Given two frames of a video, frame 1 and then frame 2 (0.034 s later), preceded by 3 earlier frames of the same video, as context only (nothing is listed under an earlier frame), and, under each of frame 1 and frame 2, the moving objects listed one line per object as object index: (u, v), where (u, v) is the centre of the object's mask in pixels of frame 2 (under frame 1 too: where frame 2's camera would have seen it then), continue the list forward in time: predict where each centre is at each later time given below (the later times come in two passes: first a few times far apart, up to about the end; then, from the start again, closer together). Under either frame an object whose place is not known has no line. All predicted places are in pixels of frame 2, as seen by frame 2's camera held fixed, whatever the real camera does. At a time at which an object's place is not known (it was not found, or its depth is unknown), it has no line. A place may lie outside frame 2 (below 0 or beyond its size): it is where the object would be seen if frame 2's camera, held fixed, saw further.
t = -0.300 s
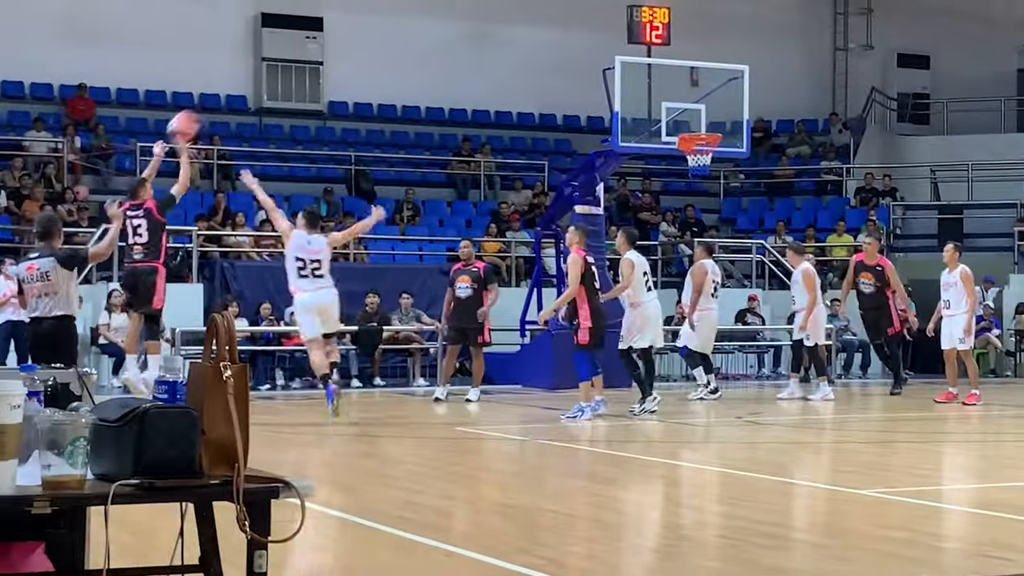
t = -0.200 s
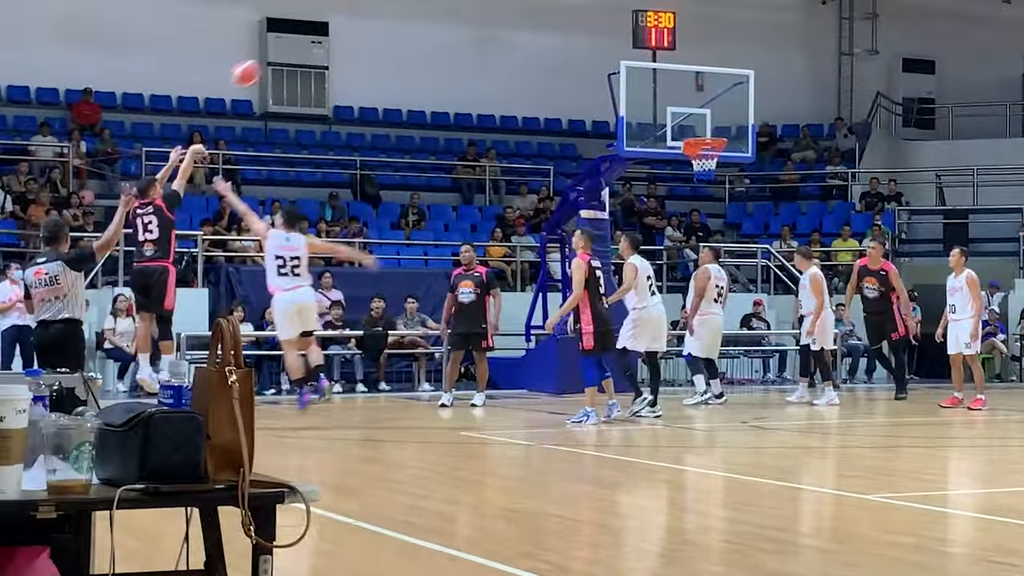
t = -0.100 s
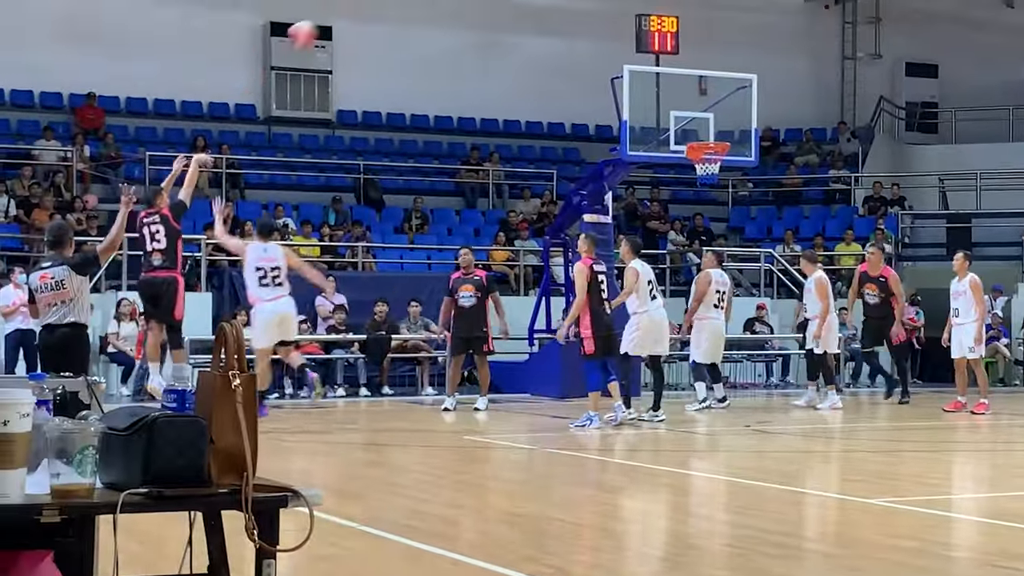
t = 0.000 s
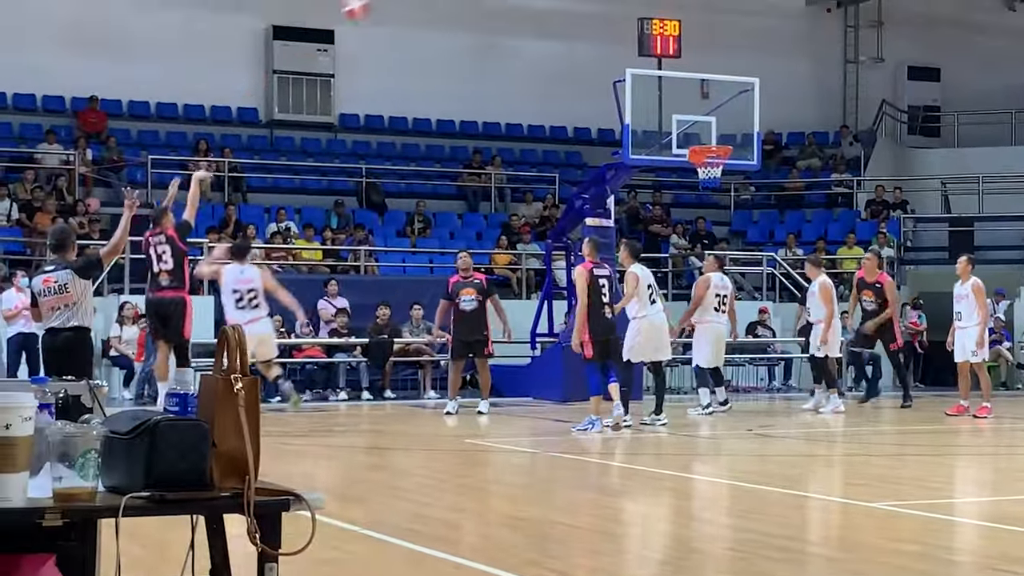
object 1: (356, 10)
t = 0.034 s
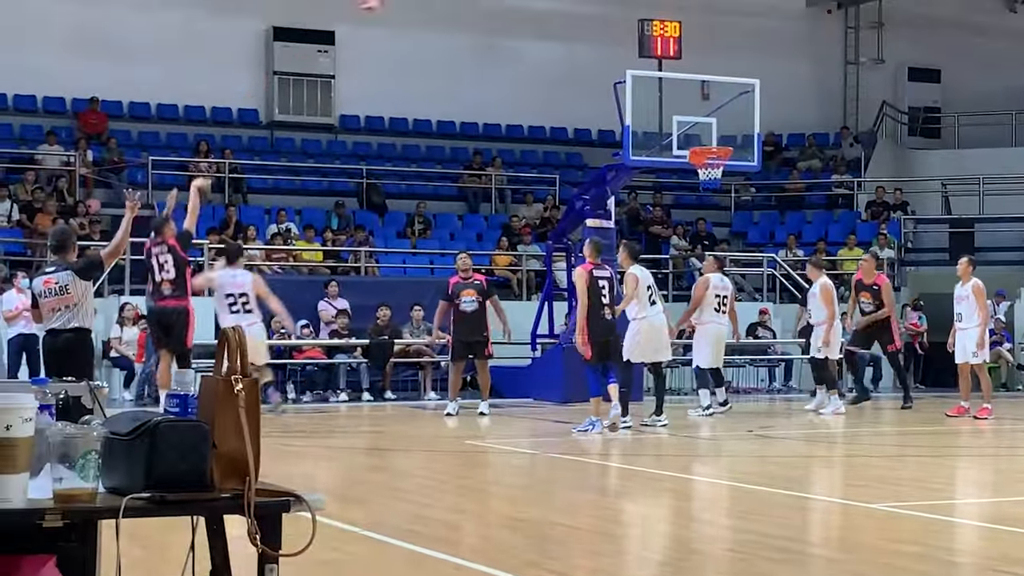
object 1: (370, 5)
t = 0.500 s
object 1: (572, 2)
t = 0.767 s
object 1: (667, 84)
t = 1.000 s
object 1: (718, 174)
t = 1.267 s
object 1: (703, 213)
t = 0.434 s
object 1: (546, -4)
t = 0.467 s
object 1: (559, -2)
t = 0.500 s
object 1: (572, 2)
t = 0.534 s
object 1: (585, 7)
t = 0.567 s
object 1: (598, 16)
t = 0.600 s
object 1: (609, 24)
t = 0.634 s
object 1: (621, 34)
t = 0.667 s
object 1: (632, 46)
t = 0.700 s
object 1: (643, 56)
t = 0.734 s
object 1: (655, 69)
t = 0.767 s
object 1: (667, 84)
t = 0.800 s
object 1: (677, 95)
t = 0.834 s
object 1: (688, 110)
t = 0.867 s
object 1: (700, 128)
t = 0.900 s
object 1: (710, 139)
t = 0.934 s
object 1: (713, 156)
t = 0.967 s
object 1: (719, 167)
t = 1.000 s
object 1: (718, 174)
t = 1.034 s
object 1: (716, 183)
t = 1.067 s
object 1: (713, 183)
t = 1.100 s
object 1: (712, 183)
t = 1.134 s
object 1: (710, 188)
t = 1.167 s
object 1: (708, 193)
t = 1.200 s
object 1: (707, 198)
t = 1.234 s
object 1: (705, 206)
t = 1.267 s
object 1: (703, 213)
